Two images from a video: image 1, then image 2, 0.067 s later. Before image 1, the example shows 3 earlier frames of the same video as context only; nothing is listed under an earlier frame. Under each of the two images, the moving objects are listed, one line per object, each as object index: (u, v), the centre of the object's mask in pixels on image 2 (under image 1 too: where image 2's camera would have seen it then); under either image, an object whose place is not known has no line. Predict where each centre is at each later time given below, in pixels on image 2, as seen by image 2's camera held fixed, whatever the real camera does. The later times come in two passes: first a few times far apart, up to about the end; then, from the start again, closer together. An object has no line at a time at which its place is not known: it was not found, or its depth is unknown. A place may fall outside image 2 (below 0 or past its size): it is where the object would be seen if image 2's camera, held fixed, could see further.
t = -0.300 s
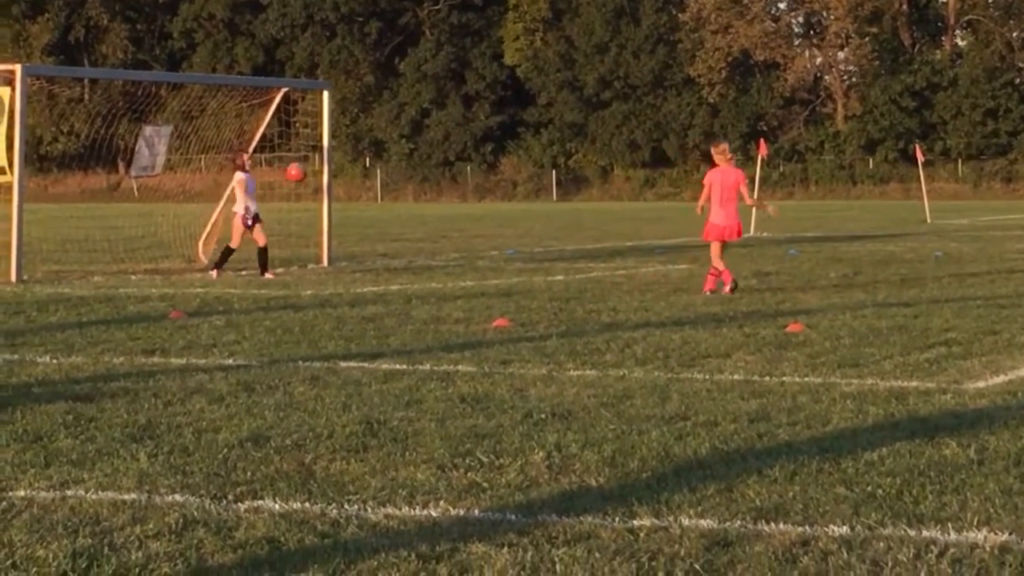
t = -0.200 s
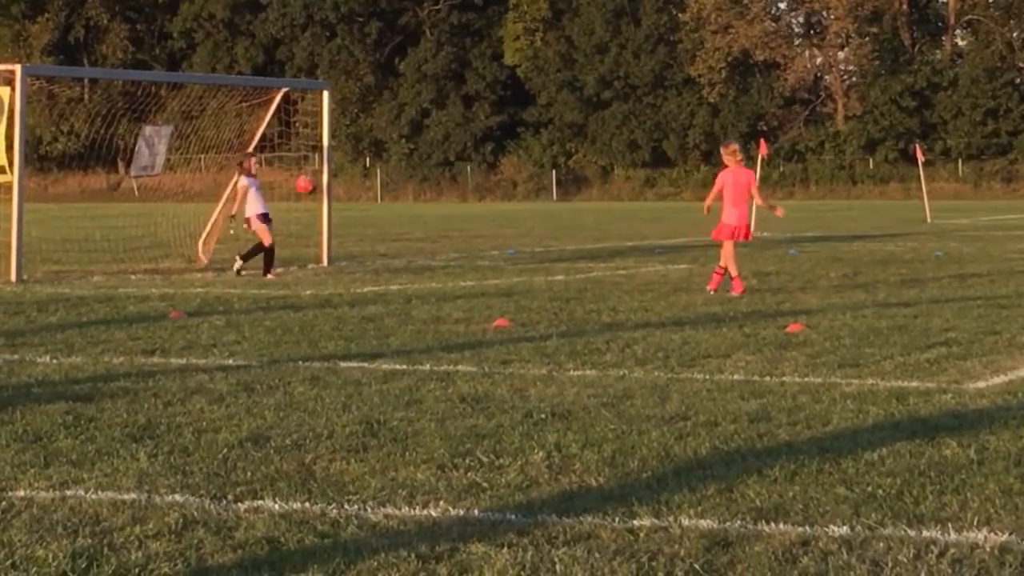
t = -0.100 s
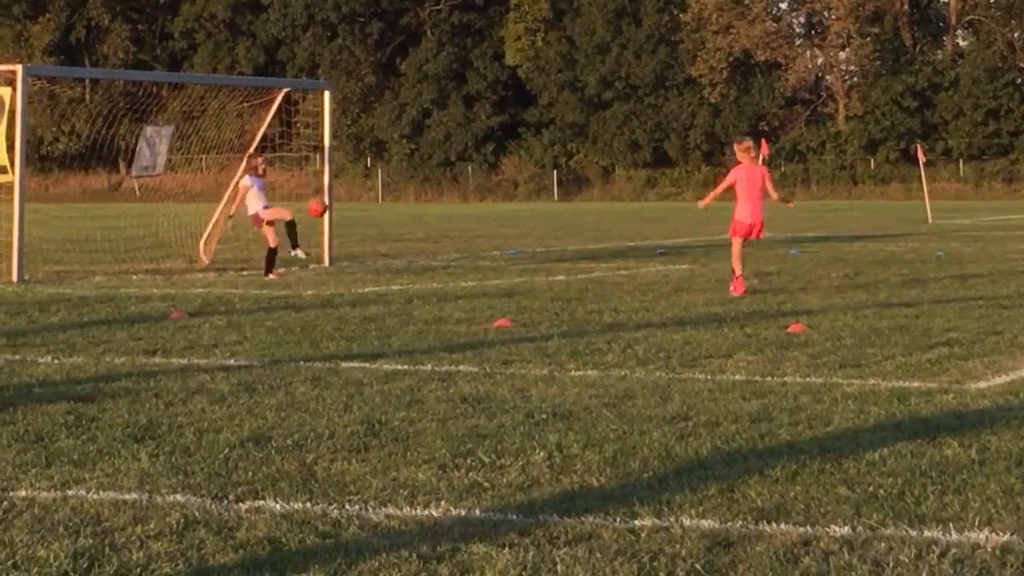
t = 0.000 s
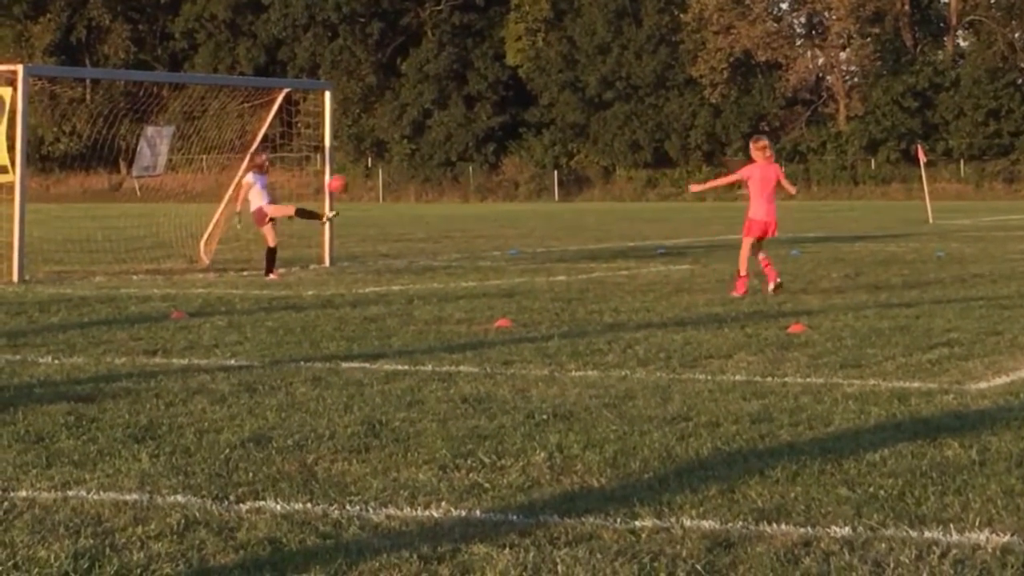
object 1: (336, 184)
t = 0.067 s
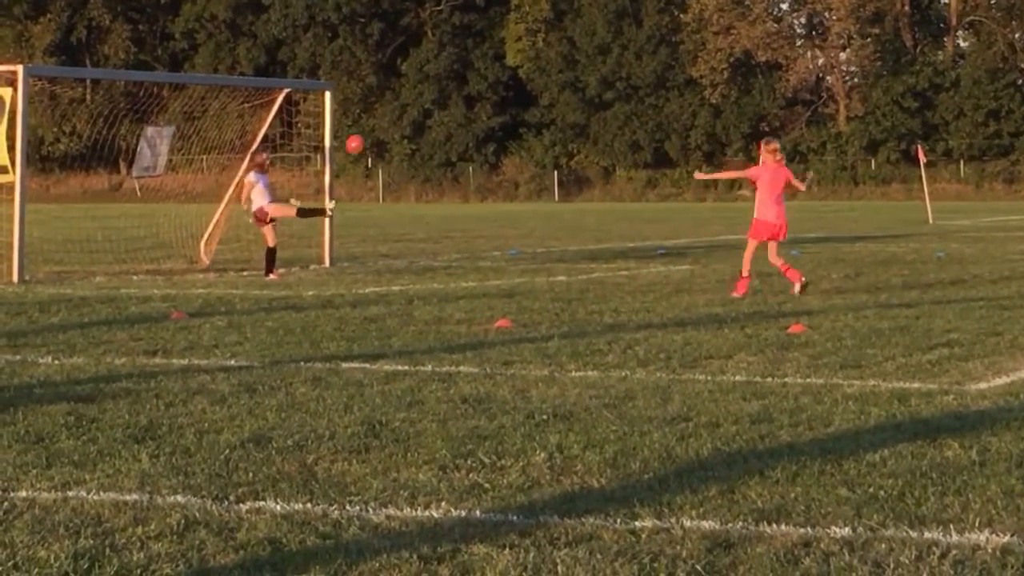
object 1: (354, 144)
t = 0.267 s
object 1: (409, 53)
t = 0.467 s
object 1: (464, 2)
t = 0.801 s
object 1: (556, 6)
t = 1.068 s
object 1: (629, 84)
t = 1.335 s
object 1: (701, 228)
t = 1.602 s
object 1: (740, 202)
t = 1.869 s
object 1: (769, 176)
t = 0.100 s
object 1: (363, 126)
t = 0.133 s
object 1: (373, 109)
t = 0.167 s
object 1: (382, 93)
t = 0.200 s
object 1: (390, 79)
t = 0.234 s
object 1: (400, 65)
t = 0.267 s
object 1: (409, 53)
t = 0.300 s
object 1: (418, 42)
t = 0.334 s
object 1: (427, 31)
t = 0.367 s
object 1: (436, 23)
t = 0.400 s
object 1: (445, 14)
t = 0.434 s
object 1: (454, 7)
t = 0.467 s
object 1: (464, 2)
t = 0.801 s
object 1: (556, 6)
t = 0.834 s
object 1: (565, 12)
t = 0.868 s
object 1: (574, 19)
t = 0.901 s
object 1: (584, 27)
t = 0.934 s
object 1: (592, 37)
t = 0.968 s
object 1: (602, 47)
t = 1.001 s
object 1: (610, 58)
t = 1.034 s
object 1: (620, 71)
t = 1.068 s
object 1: (629, 84)
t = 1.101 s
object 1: (637, 98)
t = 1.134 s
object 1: (647, 114)
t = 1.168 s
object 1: (657, 131)
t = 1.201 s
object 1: (665, 148)
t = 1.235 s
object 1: (674, 166)
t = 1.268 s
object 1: (682, 186)
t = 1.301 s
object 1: (692, 207)
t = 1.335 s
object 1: (701, 228)
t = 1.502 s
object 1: (728, 232)
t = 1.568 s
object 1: (735, 212)
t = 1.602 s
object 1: (740, 202)
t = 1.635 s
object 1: (742, 197)
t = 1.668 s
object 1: (746, 191)
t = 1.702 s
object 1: (750, 186)
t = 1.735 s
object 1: (754, 182)
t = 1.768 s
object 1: (757, 178)
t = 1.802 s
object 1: (761, 176)
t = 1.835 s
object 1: (765, 175)
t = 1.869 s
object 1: (769, 176)
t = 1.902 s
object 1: (772, 177)
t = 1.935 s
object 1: (777, 179)
